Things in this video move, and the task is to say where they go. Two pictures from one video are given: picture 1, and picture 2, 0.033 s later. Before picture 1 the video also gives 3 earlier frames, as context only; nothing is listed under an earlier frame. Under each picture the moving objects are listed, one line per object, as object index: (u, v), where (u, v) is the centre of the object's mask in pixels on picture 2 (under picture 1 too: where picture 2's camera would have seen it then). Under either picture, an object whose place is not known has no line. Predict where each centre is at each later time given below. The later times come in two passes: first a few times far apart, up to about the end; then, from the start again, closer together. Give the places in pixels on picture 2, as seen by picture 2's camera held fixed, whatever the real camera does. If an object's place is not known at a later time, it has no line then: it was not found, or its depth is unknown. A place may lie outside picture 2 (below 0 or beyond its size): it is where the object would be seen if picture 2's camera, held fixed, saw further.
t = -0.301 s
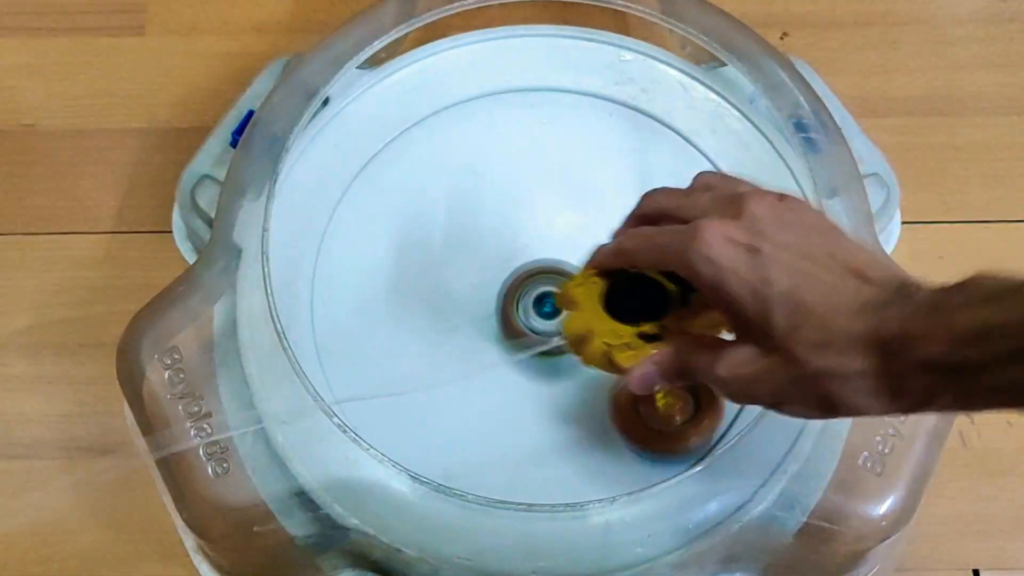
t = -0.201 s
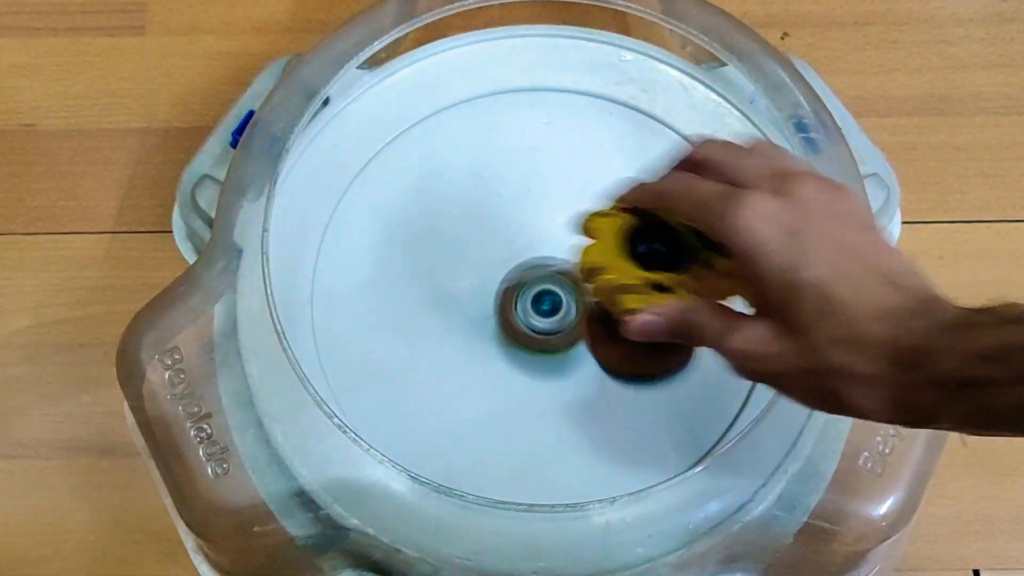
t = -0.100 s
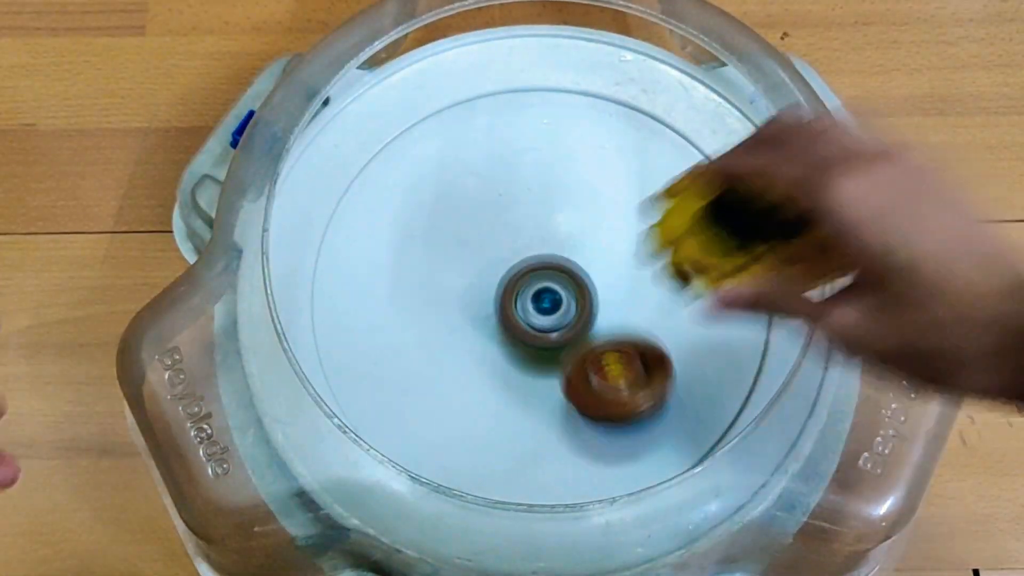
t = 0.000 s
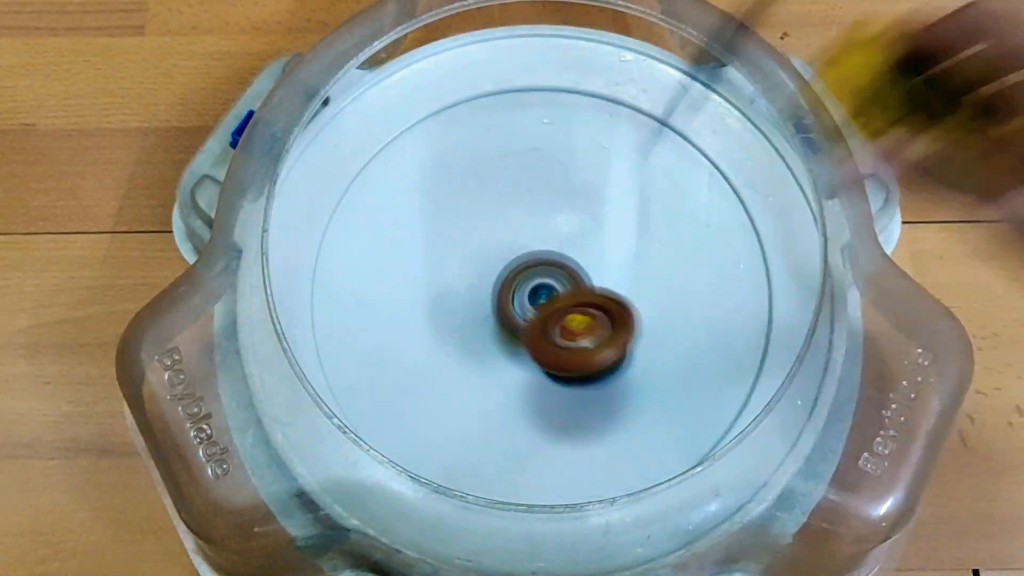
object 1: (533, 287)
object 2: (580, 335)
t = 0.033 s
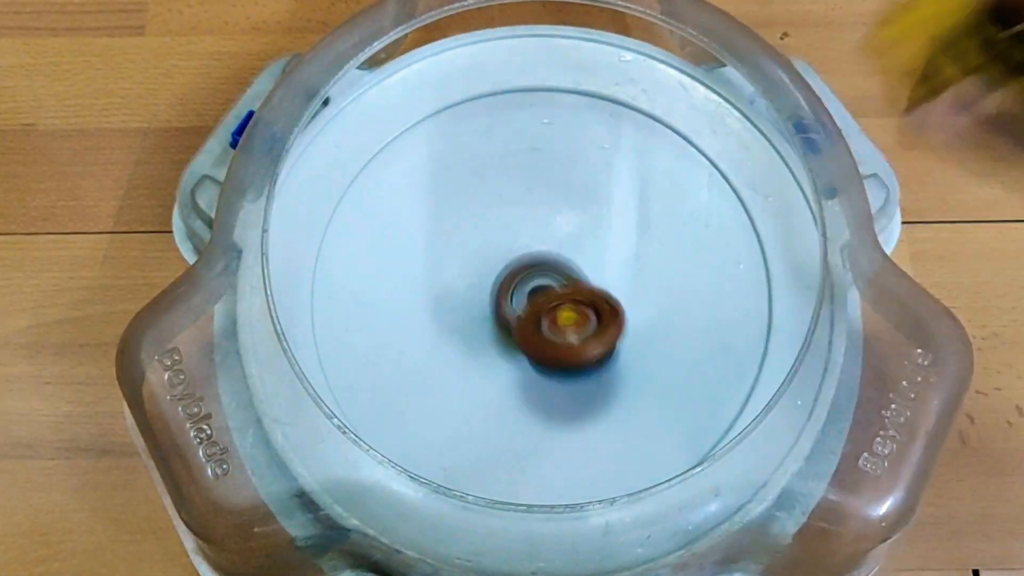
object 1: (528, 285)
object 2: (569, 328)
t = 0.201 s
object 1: (502, 354)
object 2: (598, 228)
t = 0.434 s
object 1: (517, 358)
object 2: (611, 189)
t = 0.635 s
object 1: (519, 401)
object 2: (606, 274)
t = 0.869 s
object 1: (480, 438)
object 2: (573, 337)
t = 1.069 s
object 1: (447, 507)
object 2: (481, 242)
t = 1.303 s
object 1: (480, 460)
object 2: (410, 199)
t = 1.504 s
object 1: (529, 362)
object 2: (406, 237)
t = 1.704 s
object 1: (619, 290)
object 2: (434, 303)
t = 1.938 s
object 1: (736, 271)
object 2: (477, 359)
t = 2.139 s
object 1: (732, 285)
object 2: (519, 385)
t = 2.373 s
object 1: (643, 281)
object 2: (568, 382)
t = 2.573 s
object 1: (590, 254)
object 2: (612, 374)
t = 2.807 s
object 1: (531, 211)
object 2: (642, 347)
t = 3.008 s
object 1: (496, 179)
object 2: (643, 302)
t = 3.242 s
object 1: (490, 198)
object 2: (629, 250)
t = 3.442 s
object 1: (491, 230)
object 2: (601, 214)
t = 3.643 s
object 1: (428, 301)
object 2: (623, 182)
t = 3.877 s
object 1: (408, 355)
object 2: (612, 224)
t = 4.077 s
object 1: (432, 365)
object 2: (529, 250)
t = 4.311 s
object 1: (479, 364)
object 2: (455, 241)
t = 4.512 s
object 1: (553, 355)
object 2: (451, 231)
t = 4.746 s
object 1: (648, 334)
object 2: (490, 282)
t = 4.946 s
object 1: (663, 315)
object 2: (502, 339)
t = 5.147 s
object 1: (645, 296)
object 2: (513, 376)
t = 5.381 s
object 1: (609, 264)
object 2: (526, 366)
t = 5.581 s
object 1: (541, 217)
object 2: (561, 333)
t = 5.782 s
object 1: (482, 165)
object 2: (599, 300)
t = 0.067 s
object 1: (511, 316)
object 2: (571, 307)
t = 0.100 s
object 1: (515, 332)
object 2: (579, 283)
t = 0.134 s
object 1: (511, 338)
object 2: (586, 267)
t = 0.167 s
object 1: (505, 347)
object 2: (591, 256)
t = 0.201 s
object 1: (502, 354)
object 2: (598, 228)
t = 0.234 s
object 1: (502, 358)
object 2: (602, 212)
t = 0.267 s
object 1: (503, 360)
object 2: (605, 202)
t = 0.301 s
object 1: (504, 361)
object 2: (608, 189)
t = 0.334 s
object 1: (507, 360)
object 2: (610, 184)
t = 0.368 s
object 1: (509, 360)
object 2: (611, 181)
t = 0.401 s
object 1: (513, 359)
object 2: (612, 183)
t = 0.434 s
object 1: (517, 358)
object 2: (611, 189)
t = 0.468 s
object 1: (522, 356)
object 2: (610, 201)
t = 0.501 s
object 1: (526, 355)
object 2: (607, 218)
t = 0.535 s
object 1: (531, 354)
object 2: (604, 238)
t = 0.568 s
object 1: (535, 353)
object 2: (598, 263)
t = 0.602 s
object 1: (531, 370)
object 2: (599, 276)
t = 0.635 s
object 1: (519, 401)
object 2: (606, 274)
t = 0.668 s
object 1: (508, 419)
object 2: (610, 275)
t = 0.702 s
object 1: (498, 433)
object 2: (611, 278)
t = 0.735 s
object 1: (490, 441)
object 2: (610, 286)
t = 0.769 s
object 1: (484, 443)
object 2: (605, 296)
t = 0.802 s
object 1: (481, 443)
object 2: (598, 308)
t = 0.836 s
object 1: (480, 441)
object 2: (588, 322)
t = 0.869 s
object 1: (480, 438)
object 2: (573, 337)
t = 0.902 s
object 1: (481, 434)
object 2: (555, 349)
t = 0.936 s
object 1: (475, 455)
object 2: (540, 334)
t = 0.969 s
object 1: (468, 465)
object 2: (525, 308)
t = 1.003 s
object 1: (454, 495)
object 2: (510, 283)
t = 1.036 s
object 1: (448, 505)
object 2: (496, 262)
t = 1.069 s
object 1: (447, 507)
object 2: (481, 242)
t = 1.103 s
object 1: (448, 507)
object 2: (468, 227)
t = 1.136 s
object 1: (451, 503)
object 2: (457, 215)
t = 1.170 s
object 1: (456, 500)
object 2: (444, 207)
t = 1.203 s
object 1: (460, 494)
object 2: (434, 202)
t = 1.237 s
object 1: (466, 487)
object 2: (425, 199)
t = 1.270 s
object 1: (475, 465)
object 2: (416, 198)
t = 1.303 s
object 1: (480, 460)
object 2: (410, 199)
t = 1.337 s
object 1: (486, 449)
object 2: (406, 202)
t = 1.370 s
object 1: (494, 433)
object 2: (405, 206)
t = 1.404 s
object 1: (503, 414)
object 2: (403, 212)
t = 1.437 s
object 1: (512, 397)
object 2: (403, 219)
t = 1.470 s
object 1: (519, 380)
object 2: (404, 227)
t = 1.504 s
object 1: (529, 362)
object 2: (406, 237)
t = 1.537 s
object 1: (540, 346)
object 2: (410, 247)
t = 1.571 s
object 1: (553, 332)
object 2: (413, 258)
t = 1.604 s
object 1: (567, 320)
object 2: (418, 270)
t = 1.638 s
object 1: (583, 309)
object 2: (423, 281)
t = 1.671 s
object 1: (601, 299)
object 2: (428, 292)
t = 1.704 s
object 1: (619, 290)
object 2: (434, 303)
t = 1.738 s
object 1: (637, 282)
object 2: (440, 313)
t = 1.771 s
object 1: (657, 277)
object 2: (446, 322)
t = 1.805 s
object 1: (675, 272)
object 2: (452, 330)
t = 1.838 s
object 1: (693, 269)
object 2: (458, 338)
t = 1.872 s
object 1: (709, 268)
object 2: (464, 346)
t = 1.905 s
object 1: (724, 269)
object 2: (470, 352)
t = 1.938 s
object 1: (736, 271)
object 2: (477, 359)
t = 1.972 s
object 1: (745, 274)
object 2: (483, 364)
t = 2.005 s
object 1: (750, 277)
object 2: (490, 370)
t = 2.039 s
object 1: (750, 279)
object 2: (497, 374)
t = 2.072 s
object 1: (747, 282)
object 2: (503, 378)
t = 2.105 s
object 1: (741, 284)
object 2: (511, 382)
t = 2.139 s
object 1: (732, 285)
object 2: (519, 385)
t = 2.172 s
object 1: (722, 285)
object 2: (526, 386)
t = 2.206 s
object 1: (709, 286)
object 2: (532, 387)
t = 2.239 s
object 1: (696, 285)
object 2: (539, 387)
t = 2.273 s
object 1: (683, 285)
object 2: (546, 387)
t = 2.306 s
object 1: (671, 283)
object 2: (554, 385)
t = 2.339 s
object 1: (656, 282)
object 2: (561, 384)
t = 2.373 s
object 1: (643, 281)
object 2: (568, 382)
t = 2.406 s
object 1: (631, 279)
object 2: (576, 380)
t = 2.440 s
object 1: (620, 278)
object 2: (583, 377)
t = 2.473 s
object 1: (611, 273)
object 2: (590, 376)
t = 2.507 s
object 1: (604, 267)
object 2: (598, 376)
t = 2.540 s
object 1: (596, 259)
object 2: (606, 376)
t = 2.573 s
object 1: (590, 254)
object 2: (612, 374)
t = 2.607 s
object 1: (583, 249)
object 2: (618, 372)
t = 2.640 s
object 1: (576, 244)
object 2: (623, 369)
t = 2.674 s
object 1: (568, 238)
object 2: (628, 366)
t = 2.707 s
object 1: (559, 233)
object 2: (632, 362)
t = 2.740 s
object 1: (550, 226)
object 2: (636, 357)
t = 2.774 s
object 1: (540, 218)
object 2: (639, 352)
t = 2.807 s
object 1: (531, 211)
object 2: (642, 347)
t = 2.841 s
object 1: (523, 203)
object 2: (645, 341)
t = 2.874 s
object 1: (514, 195)
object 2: (646, 334)
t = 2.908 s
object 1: (508, 189)
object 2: (648, 326)
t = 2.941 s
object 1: (503, 184)
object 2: (648, 318)
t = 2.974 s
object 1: (499, 180)
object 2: (646, 310)
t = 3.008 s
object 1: (496, 179)
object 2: (643, 302)
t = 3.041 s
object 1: (494, 179)
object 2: (641, 295)
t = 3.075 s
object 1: (492, 180)
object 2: (639, 287)
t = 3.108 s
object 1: (491, 182)
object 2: (638, 280)
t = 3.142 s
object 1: (491, 186)
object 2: (636, 272)
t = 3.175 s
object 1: (490, 189)
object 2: (634, 265)
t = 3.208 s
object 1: (490, 194)
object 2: (632, 257)
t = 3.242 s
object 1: (490, 198)
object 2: (629, 250)
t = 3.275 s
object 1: (489, 203)
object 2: (626, 243)
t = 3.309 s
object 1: (490, 208)
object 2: (622, 236)
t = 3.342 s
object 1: (490, 213)
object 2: (618, 230)
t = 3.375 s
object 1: (490, 219)
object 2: (613, 224)
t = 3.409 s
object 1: (490, 225)
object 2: (608, 219)
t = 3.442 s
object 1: (491, 230)
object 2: (601, 214)
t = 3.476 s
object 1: (491, 236)
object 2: (593, 210)
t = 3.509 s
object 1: (486, 244)
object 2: (590, 204)
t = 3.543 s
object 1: (466, 260)
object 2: (599, 195)
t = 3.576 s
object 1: (451, 275)
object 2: (608, 188)
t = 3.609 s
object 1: (439, 289)
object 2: (616, 184)
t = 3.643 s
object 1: (428, 301)
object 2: (623, 182)
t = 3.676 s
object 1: (421, 313)
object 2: (629, 182)
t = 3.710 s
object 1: (415, 322)
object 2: (633, 185)
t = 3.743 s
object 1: (410, 331)
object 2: (634, 191)
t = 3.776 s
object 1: (408, 339)
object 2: (632, 198)
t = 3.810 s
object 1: (407, 346)
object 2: (628, 206)
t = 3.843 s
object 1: (407, 351)
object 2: (621, 216)
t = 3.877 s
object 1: (408, 355)
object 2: (612, 224)
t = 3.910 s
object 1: (411, 359)
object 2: (601, 230)
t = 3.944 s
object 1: (414, 361)
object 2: (587, 237)
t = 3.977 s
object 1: (418, 363)
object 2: (571, 242)
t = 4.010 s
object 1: (421, 364)
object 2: (557, 246)
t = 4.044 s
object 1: (427, 365)
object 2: (542, 249)
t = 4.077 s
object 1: (432, 365)
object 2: (529, 250)
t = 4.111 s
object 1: (438, 364)
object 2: (516, 251)
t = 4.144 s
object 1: (443, 365)
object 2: (504, 250)
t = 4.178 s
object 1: (449, 365)
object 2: (493, 249)
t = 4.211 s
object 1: (455, 365)
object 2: (482, 248)
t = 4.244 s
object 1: (462, 365)
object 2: (472, 247)
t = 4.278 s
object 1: (469, 364)
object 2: (462, 244)
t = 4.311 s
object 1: (479, 364)
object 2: (455, 241)
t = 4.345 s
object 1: (487, 363)
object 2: (449, 238)
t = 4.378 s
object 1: (497, 362)
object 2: (445, 234)
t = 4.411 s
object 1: (510, 361)
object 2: (443, 232)
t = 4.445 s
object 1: (522, 359)
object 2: (444, 230)
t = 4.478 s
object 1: (537, 358)
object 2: (447, 230)
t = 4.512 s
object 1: (553, 355)
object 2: (451, 231)
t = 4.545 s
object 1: (570, 353)
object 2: (458, 234)
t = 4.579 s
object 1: (586, 349)
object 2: (465, 238)
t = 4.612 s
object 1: (601, 347)
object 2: (471, 245)
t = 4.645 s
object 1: (616, 344)
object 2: (477, 253)
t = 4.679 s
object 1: (629, 340)
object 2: (482, 262)
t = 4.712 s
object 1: (640, 337)
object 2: (486, 271)
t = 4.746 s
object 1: (648, 334)
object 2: (490, 282)
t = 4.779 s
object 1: (655, 330)
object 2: (492, 292)
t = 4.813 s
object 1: (659, 327)
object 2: (495, 302)
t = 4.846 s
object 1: (662, 324)
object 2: (497, 312)
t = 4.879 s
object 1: (663, 321)
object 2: (499, 321)
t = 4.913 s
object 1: (664, 318)
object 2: (500, 330)
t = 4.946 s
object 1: (663, 315)
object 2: (502, 339)
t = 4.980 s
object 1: (661, 312)
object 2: (505, 347)
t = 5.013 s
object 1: (659, 310)
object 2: (507, 354)
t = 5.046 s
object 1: (656, 306)
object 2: (509, 361)
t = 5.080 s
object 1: (652, 303)
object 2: (511, 367)
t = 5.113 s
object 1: (648, 299)
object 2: (512, 372)
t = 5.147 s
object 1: (645, 296)
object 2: (513, 376)
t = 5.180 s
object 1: (642, 293)
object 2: (515, 378)
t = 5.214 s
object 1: (638, 290)
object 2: (516, 379)
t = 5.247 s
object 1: (633, 285)
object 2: (517, 379)
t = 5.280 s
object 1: (628, 280)
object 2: (518, 377)
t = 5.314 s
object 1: (622, 275)
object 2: (520, 374)
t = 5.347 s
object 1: (616, 269)
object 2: (523, 370)
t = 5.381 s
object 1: (609, 264)
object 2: (526, 366)
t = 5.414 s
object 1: (601, 258)
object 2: (530, 360)
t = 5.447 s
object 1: (591, 251)
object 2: (535, 355)
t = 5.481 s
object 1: (581, 244)
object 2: (540, 350)
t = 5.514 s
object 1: (568, 235)
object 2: (547, 344)
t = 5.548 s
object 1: (554, 227)
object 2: (554, 339)
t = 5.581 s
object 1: (541, 217)
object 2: (561, 333)
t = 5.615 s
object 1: (528, 208)
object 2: (567, 328)
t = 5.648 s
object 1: (516, 196)
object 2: (574, 322)
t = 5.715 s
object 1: (495, 177)
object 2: (586, 311)
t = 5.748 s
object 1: (489, 170)
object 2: (593, 305)
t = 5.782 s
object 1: (482, 165)
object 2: (599, 300)
